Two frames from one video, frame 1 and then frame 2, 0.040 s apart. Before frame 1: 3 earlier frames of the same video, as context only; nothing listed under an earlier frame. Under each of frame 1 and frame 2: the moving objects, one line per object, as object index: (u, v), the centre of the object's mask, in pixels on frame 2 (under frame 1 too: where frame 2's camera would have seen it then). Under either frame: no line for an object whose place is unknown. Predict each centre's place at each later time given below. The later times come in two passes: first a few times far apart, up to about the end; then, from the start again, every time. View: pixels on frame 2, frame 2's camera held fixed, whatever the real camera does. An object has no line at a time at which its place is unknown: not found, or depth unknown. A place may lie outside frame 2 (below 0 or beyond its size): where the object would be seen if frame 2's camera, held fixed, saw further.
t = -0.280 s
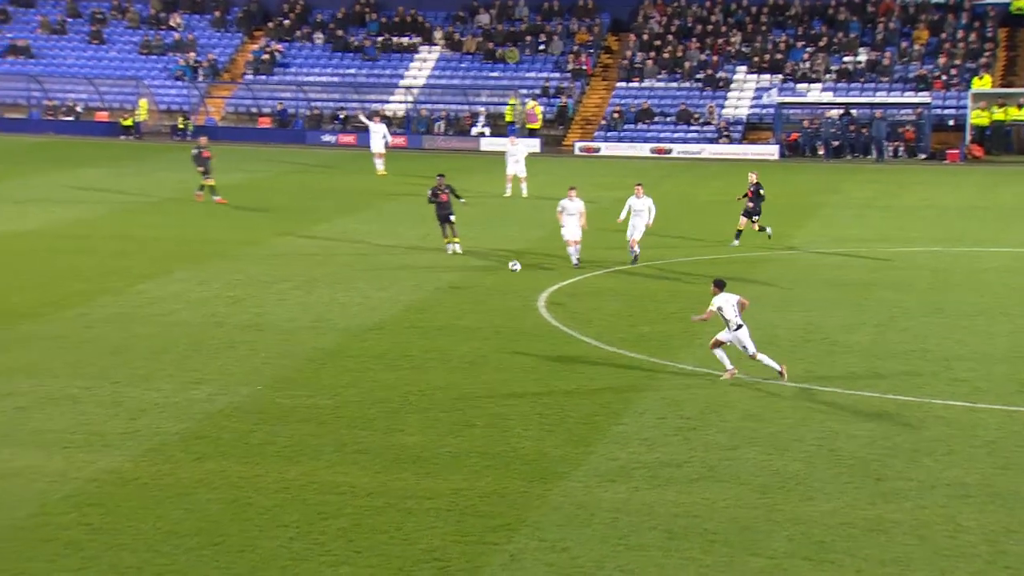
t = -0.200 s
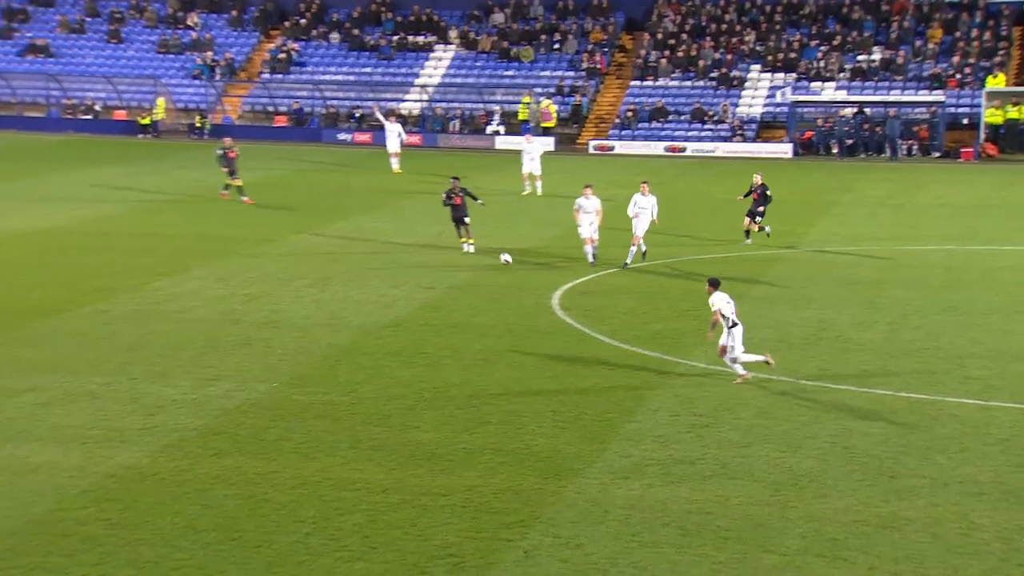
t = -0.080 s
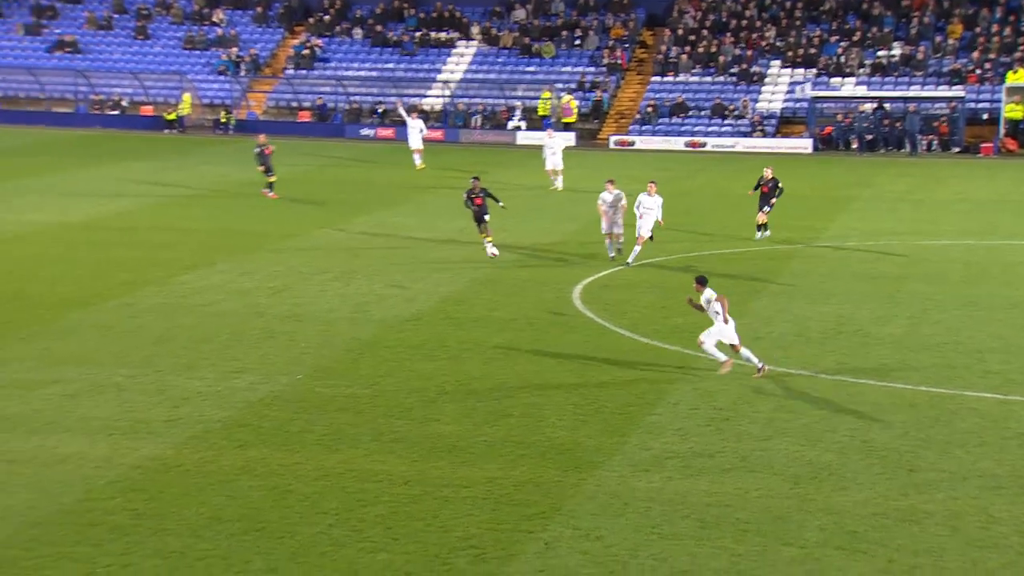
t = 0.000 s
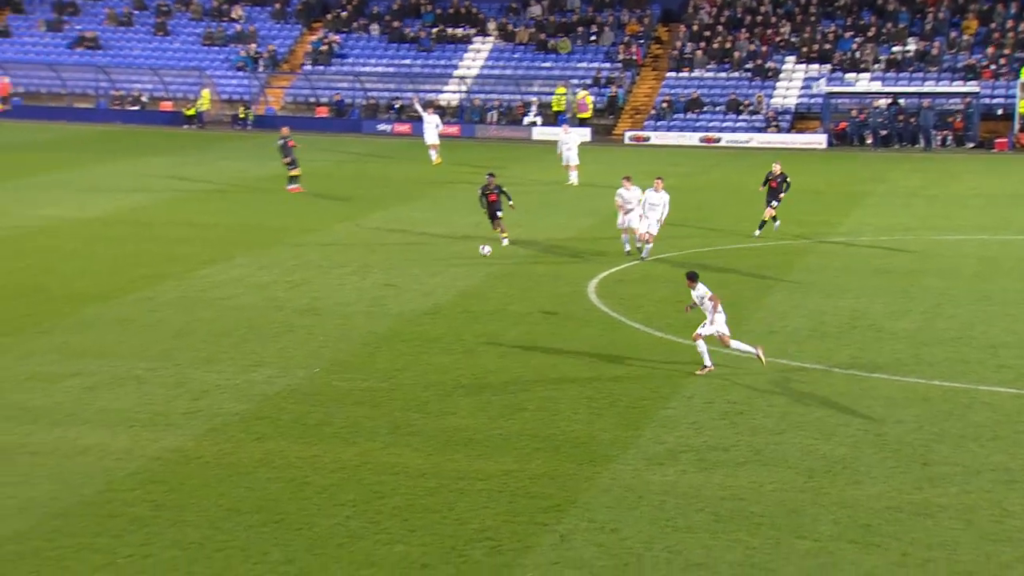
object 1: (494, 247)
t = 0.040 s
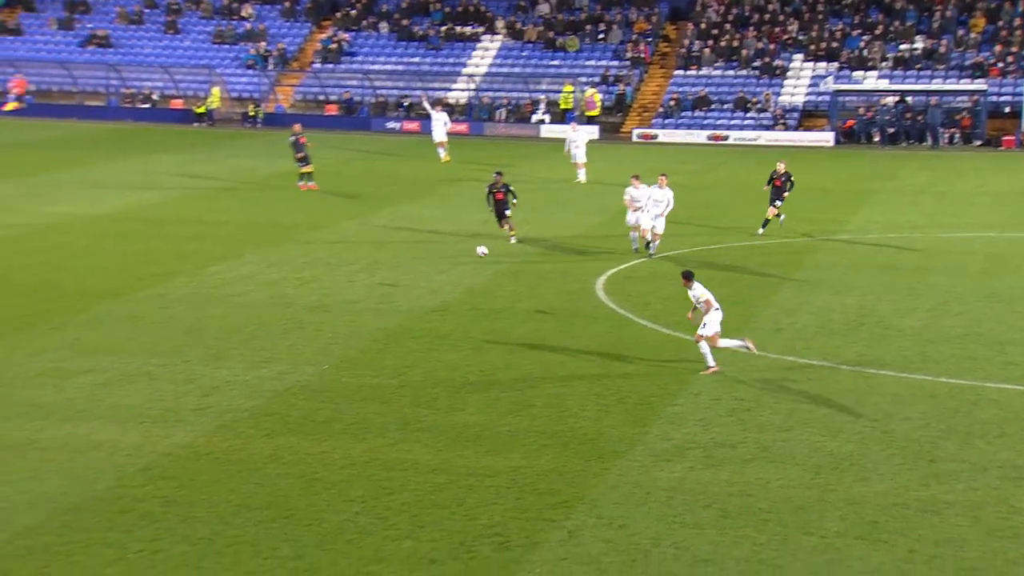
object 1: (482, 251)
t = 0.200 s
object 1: (436, 274)
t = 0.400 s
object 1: (379, 310)
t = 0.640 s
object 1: (319, 298)
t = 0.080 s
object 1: (470, 255)
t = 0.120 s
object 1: (459, 261)
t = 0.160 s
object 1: (447, 267)
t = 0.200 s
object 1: (436, 274)
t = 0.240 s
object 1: (424, 282)
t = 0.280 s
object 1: (413, 292)
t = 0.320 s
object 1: (401, 302)
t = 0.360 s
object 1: (390, 312)
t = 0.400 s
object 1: (379, 310)
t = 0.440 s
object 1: (370, 306)
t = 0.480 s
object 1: (359, 302)
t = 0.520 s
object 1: (349, 300)
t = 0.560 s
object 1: (339, 298)
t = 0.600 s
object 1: (329, 298)
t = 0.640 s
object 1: (319, 298)
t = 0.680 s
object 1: (309, 299)
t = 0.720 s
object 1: (298, 302)
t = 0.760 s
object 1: (288, 305)
